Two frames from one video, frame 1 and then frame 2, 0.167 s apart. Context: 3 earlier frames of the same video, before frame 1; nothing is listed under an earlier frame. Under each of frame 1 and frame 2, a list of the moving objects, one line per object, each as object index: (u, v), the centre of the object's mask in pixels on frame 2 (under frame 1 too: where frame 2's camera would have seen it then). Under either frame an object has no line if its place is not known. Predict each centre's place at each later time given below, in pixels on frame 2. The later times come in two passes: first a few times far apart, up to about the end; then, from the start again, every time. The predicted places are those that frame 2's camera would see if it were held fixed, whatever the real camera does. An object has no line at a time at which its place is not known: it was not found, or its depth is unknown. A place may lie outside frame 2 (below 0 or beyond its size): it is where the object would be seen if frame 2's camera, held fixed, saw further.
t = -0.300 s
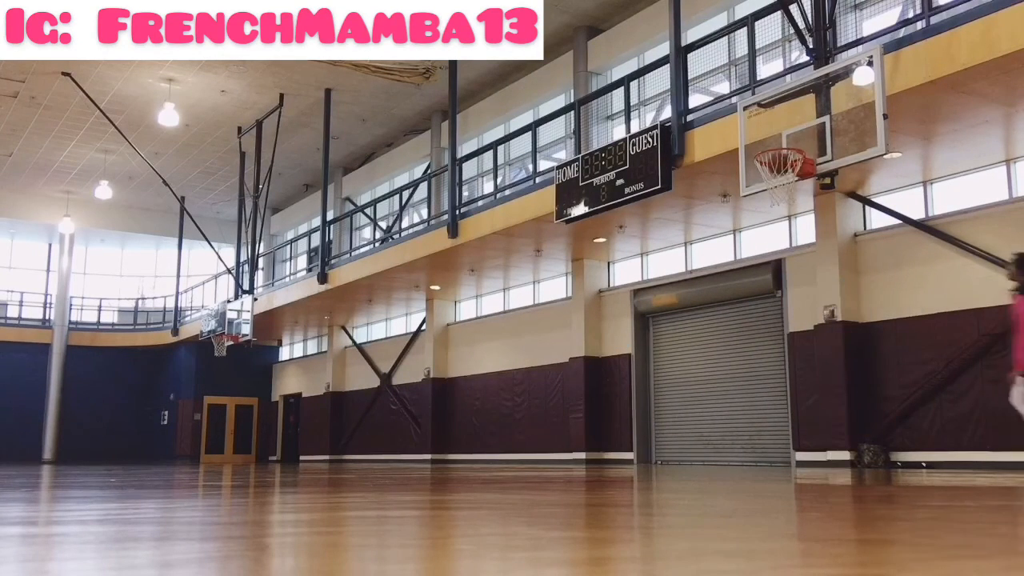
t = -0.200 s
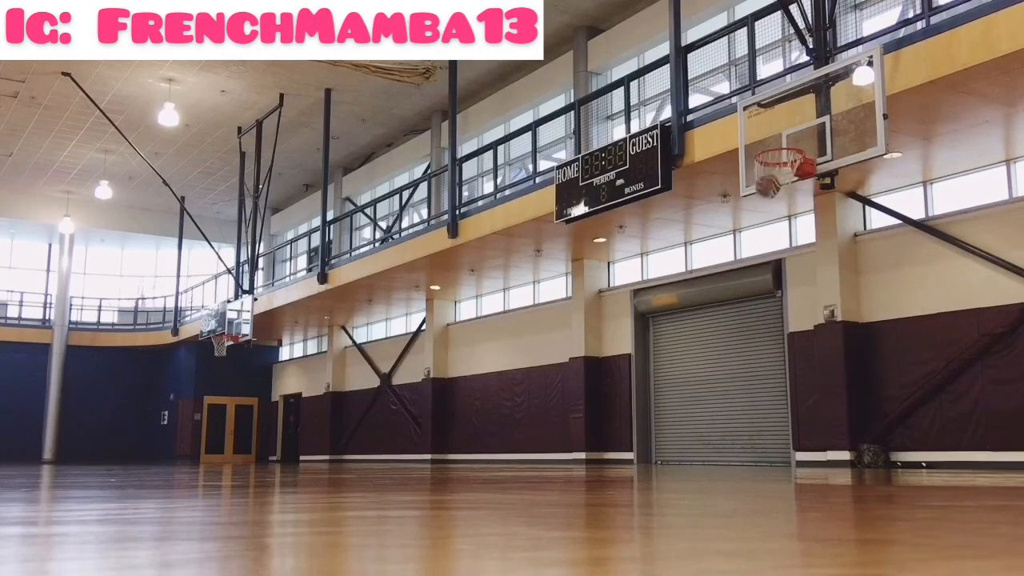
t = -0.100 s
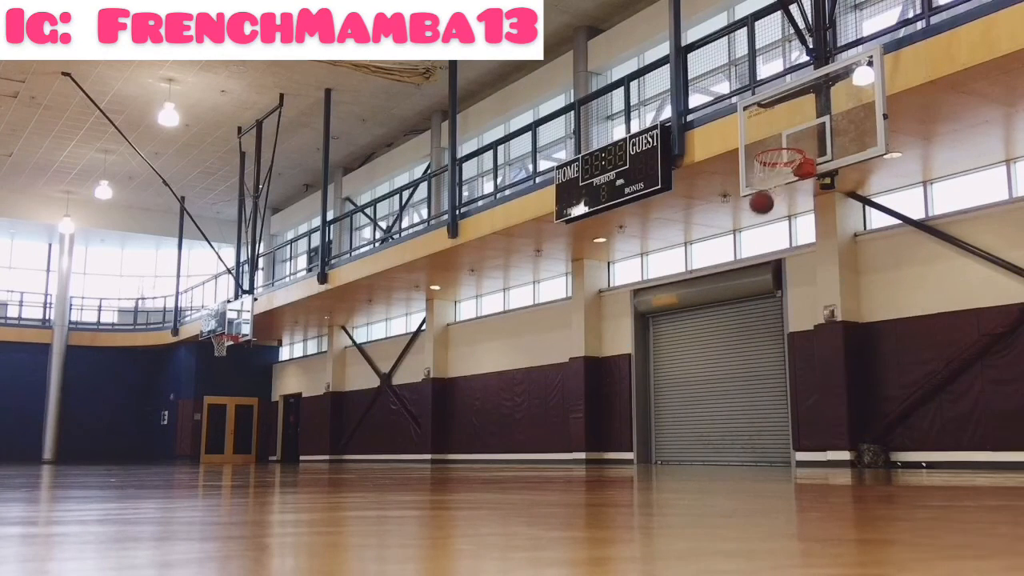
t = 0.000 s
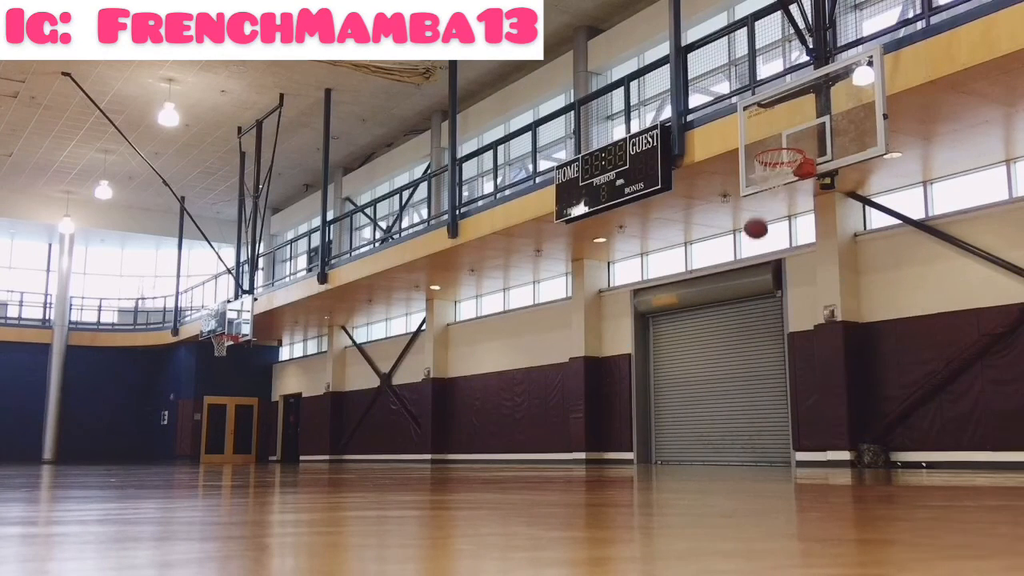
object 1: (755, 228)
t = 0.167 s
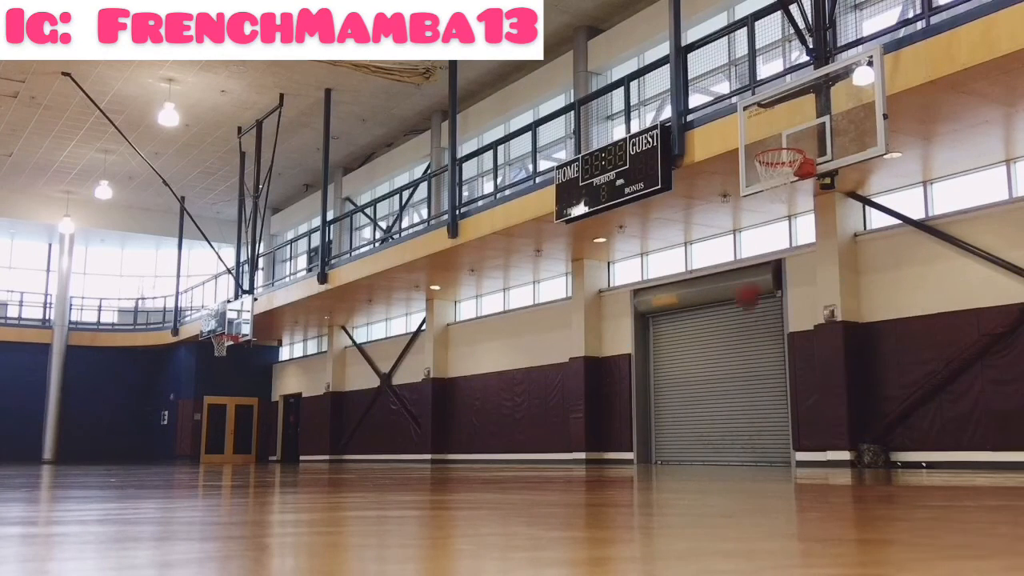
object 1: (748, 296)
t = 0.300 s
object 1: (741, 370)
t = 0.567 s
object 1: (741, 380)
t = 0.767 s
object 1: (750, 307)
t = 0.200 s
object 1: (746, 312)
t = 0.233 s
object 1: (744, 331)
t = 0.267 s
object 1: (742, 350)
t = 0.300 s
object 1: (741, 370)
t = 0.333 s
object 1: (740, 392)
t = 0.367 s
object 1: (738, 417)
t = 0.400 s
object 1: (737, 443)
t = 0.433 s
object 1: (736, 451)
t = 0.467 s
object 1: (737, 432)
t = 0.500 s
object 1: (739, 413)
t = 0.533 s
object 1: (740, 395)
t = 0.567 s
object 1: (741, 380)
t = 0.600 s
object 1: (742, 365)
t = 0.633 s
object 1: (743, 352)
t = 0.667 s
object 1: (745, 339)
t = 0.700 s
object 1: (746, 327)
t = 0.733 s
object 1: (749, 318)
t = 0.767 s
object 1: (750, 307)
